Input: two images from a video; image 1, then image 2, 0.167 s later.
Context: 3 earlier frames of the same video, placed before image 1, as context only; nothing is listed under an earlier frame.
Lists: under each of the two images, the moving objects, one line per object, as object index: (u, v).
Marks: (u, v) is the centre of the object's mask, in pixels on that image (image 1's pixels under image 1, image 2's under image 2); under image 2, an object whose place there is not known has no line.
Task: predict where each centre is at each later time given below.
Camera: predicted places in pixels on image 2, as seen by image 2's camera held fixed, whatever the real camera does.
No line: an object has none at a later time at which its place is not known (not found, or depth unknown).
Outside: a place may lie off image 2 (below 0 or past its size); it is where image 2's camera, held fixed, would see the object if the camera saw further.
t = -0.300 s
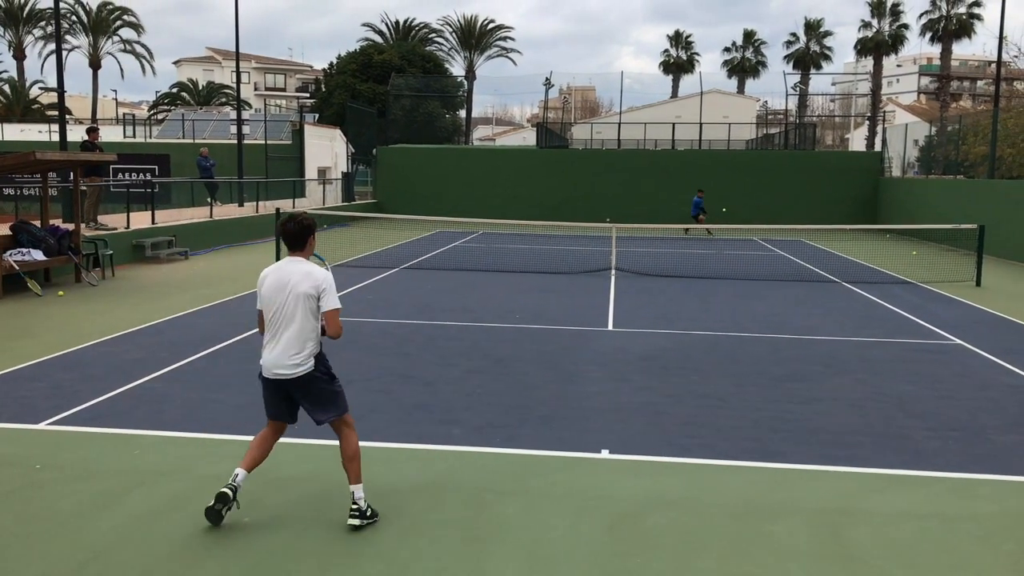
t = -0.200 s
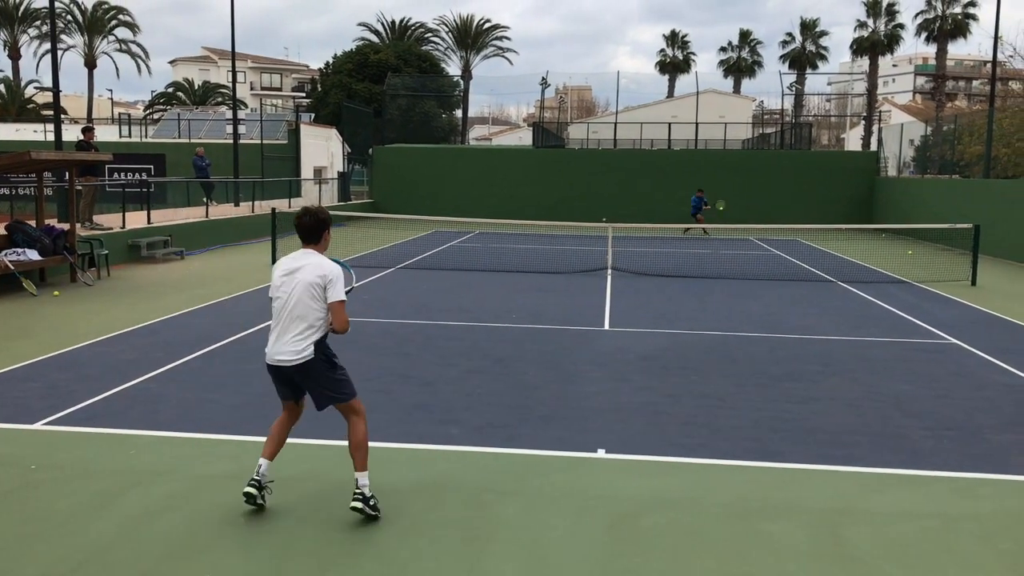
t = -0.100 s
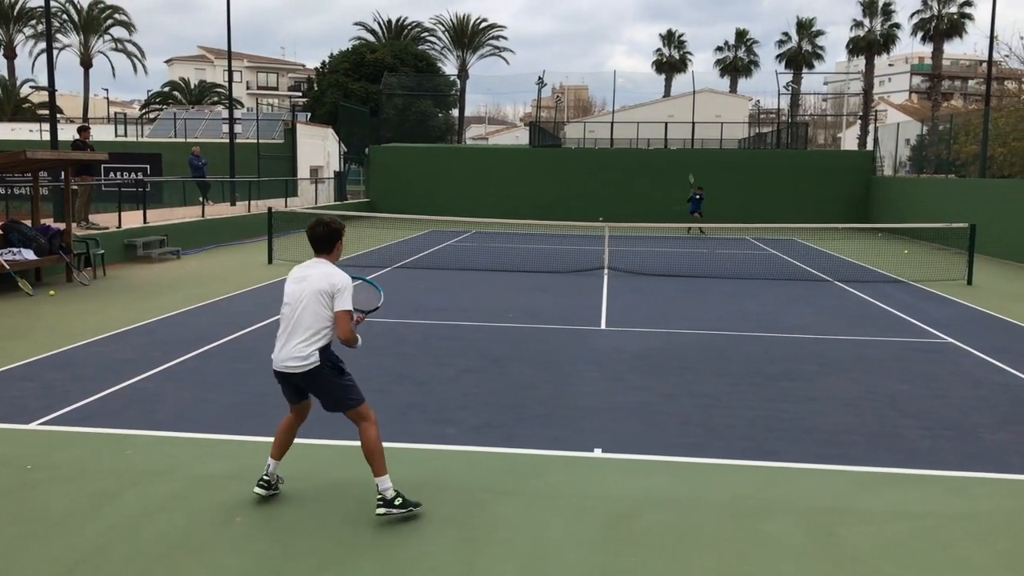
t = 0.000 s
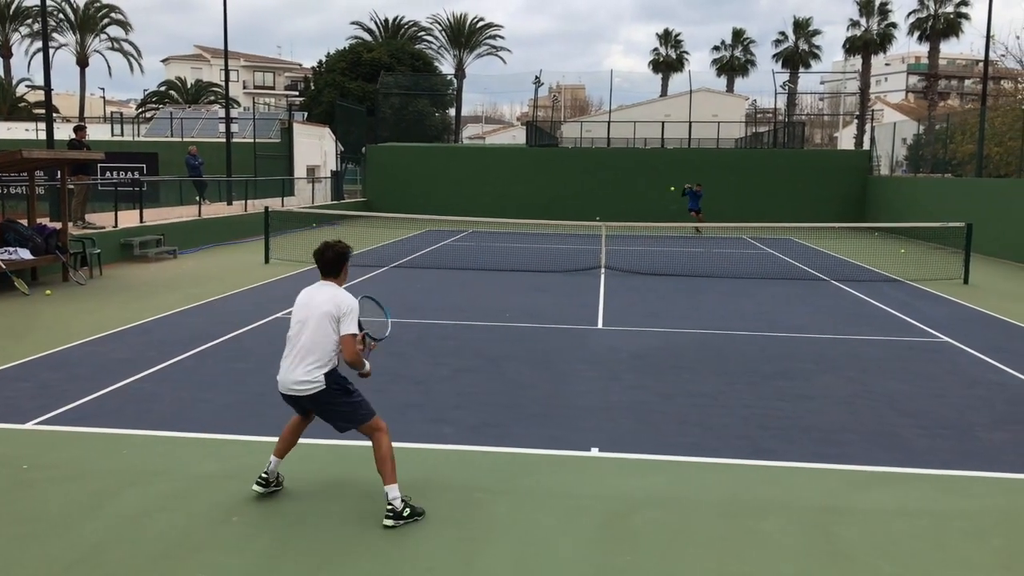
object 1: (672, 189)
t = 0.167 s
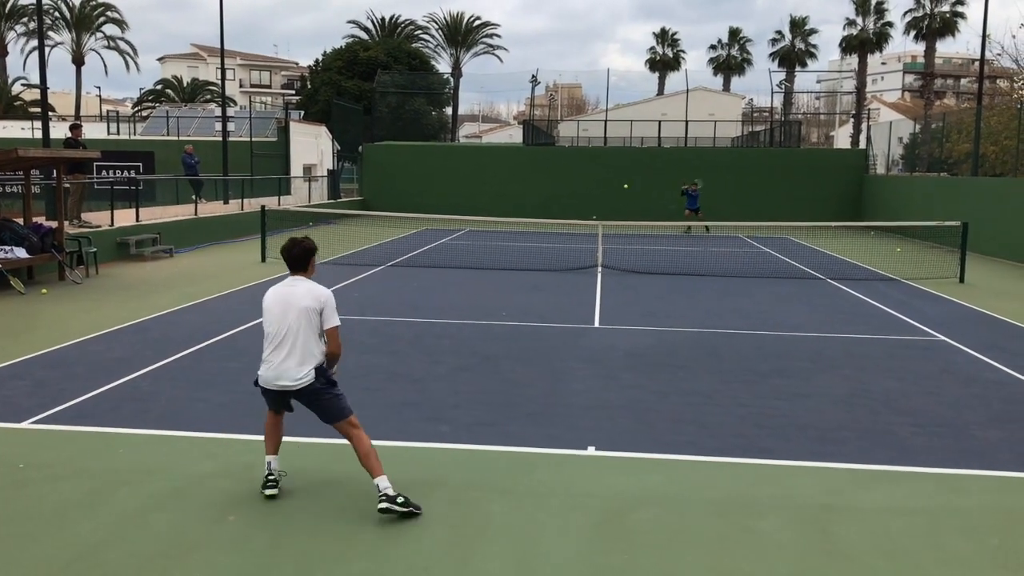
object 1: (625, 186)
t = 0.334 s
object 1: (572, 204)
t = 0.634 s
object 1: (430, 316)
